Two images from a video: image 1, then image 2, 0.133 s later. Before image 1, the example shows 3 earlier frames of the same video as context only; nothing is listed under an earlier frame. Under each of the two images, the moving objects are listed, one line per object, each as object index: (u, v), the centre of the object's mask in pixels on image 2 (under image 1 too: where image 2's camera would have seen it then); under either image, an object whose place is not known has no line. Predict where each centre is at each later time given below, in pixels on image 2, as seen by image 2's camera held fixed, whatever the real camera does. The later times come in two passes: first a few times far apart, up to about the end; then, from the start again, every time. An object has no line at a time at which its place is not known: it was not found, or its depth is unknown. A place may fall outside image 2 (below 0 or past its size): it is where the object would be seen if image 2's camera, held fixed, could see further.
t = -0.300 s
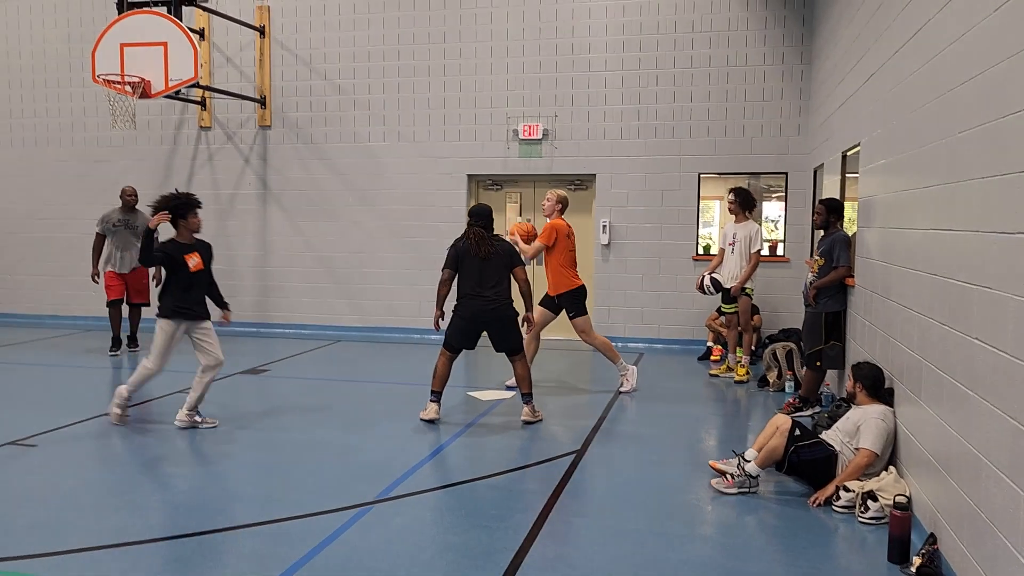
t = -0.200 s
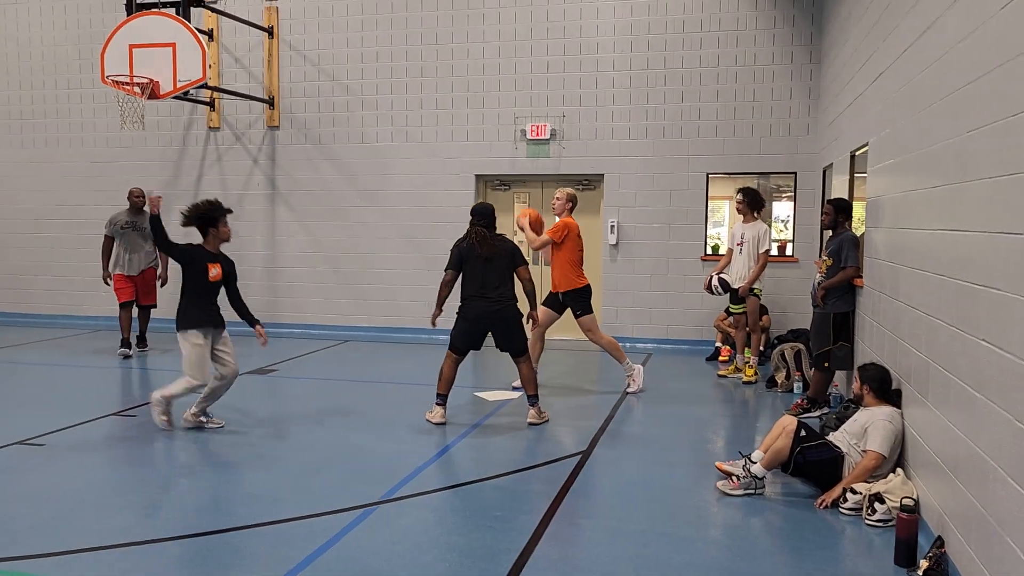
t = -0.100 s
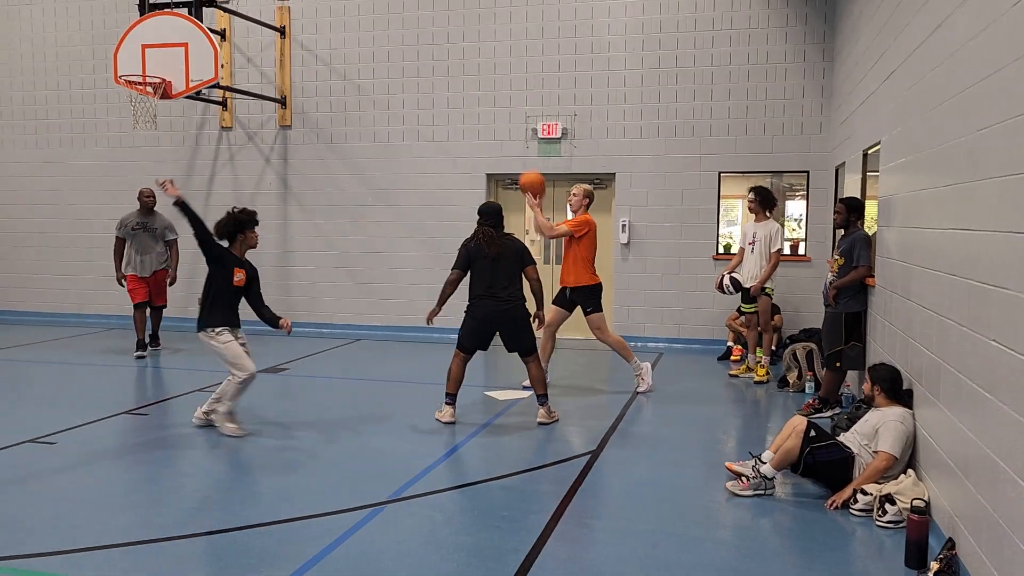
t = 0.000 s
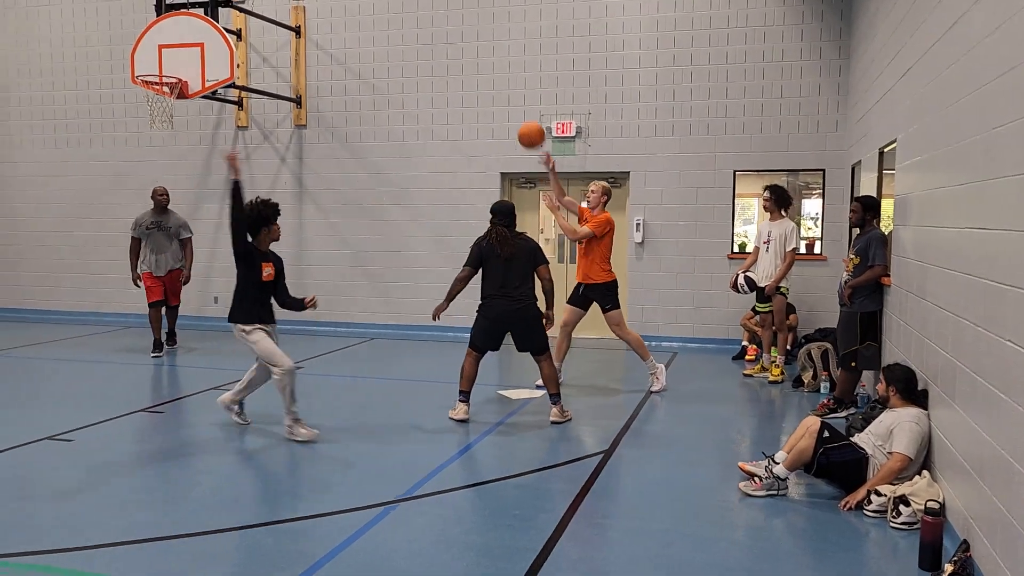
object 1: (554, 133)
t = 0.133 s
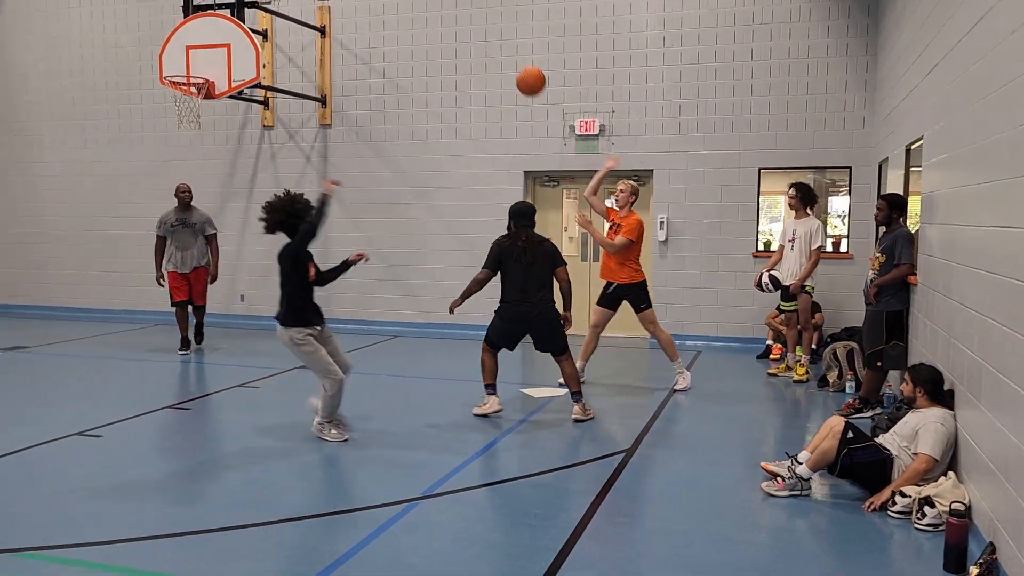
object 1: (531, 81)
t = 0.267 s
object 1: (504, 43)
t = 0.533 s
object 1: (437, 29)
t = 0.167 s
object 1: (524, 70)
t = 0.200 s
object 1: (518, 60)
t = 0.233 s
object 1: (511, 51)
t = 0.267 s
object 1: (504, 43)
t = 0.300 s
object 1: (496, 36)
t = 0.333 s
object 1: (489, 31)
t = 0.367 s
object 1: (481, 27)
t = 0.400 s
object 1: (473, 24)
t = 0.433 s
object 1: (464, 23)
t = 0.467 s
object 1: (456, 23)
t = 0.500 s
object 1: (446, 25)
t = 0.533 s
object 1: (437, 29)
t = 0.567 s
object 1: (427, 35)
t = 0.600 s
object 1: (417, 42)
